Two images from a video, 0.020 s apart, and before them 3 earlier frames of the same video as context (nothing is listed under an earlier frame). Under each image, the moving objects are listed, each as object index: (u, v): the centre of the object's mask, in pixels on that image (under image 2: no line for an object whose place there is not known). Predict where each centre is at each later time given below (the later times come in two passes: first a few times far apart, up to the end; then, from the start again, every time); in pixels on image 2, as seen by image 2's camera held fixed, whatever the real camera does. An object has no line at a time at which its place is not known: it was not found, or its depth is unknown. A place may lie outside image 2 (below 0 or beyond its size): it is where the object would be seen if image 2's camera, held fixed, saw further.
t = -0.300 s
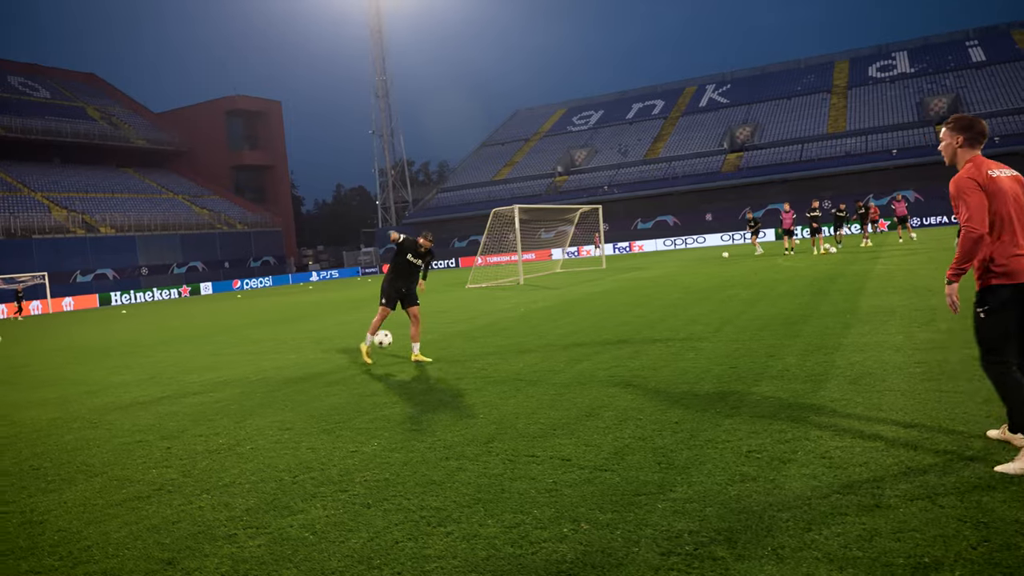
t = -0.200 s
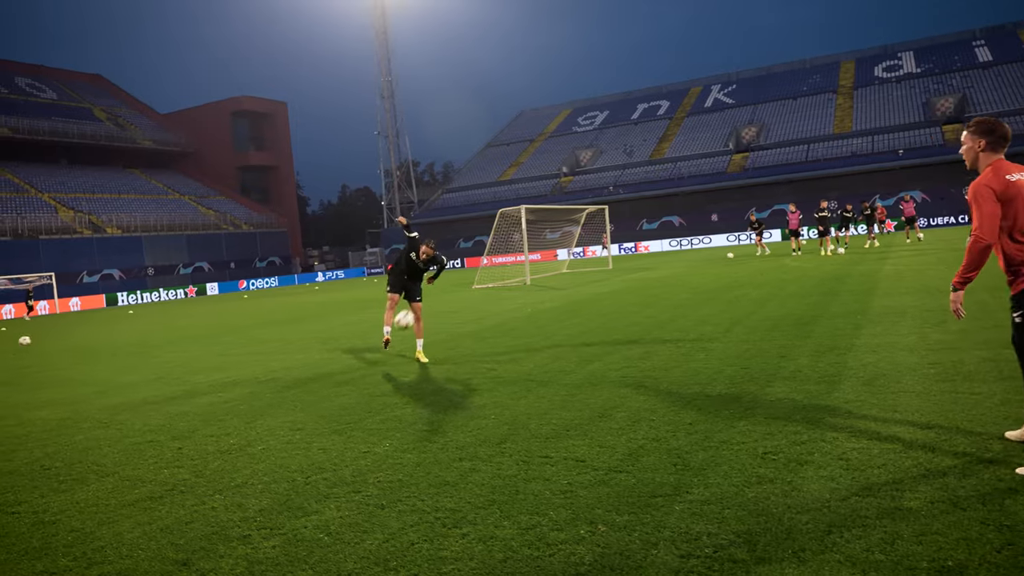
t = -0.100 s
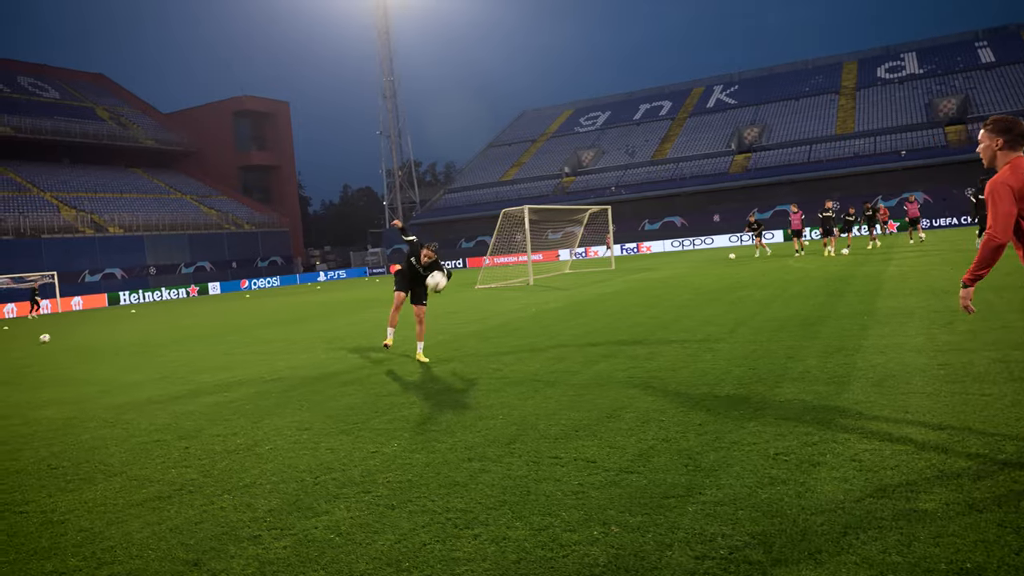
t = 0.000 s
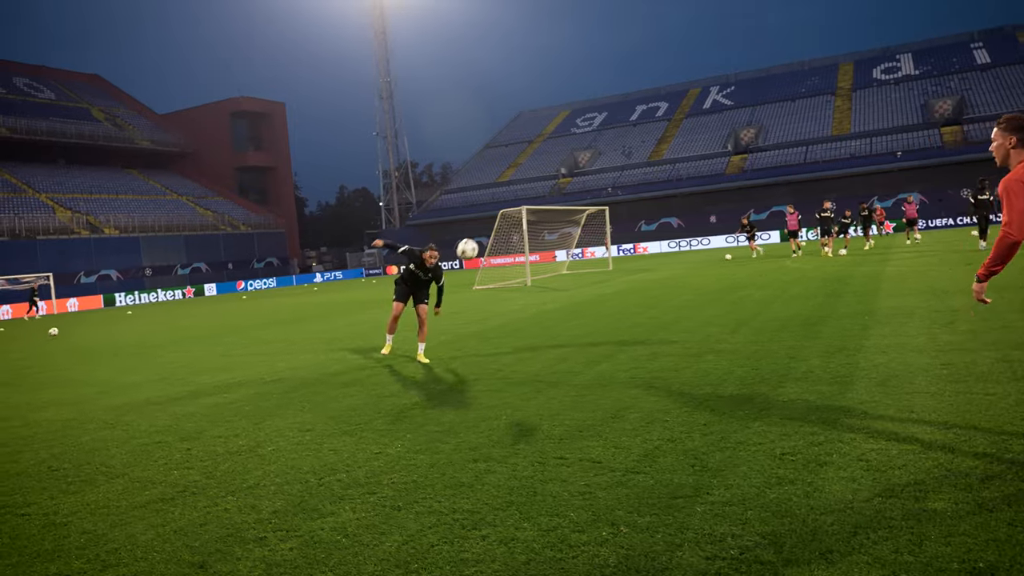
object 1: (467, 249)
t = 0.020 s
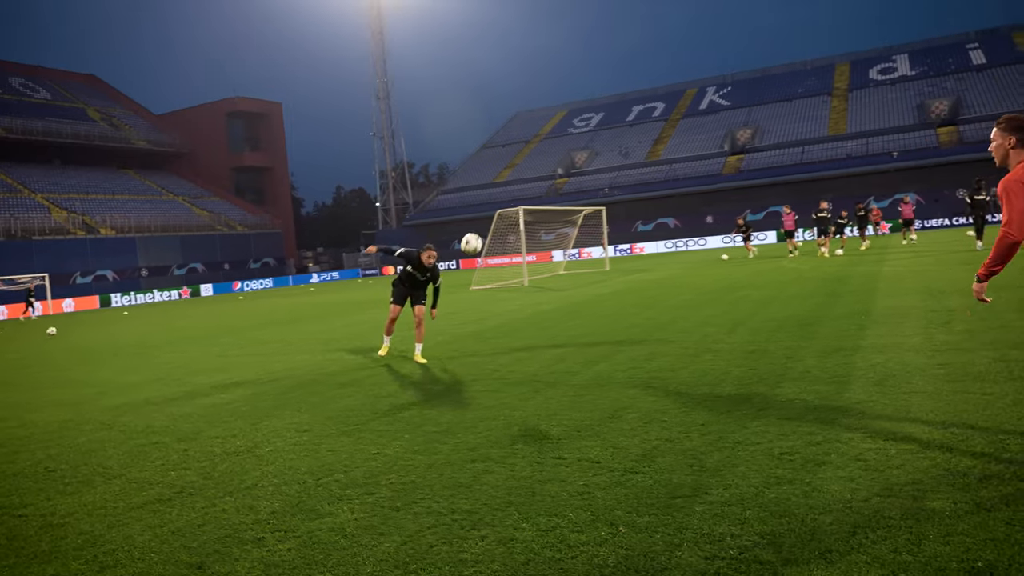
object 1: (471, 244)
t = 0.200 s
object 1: (542, 203)
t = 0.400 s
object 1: (636, 193)
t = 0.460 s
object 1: (667, 198)
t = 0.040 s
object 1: (478, 238)
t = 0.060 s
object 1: (485, 233)
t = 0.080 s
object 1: (493, 228)
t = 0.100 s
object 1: (501, 223)
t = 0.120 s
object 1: (509, 218)
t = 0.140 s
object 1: (517, 215)
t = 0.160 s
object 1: (525, 210)
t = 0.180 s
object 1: (534, 207)
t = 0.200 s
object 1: (542, 203)
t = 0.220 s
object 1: (551, 201)
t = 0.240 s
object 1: (559, 199)
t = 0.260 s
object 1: (568, 197)
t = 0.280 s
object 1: (578, 195)
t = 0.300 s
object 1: (587, 194)
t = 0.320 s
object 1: (596, 193)
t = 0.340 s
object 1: (606, 192)
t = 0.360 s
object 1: (616, 192)
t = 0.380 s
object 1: (625, 192)
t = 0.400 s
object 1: (636, 193)
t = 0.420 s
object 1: (646, 194)
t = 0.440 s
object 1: (656, 196)
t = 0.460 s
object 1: (667, 198)
